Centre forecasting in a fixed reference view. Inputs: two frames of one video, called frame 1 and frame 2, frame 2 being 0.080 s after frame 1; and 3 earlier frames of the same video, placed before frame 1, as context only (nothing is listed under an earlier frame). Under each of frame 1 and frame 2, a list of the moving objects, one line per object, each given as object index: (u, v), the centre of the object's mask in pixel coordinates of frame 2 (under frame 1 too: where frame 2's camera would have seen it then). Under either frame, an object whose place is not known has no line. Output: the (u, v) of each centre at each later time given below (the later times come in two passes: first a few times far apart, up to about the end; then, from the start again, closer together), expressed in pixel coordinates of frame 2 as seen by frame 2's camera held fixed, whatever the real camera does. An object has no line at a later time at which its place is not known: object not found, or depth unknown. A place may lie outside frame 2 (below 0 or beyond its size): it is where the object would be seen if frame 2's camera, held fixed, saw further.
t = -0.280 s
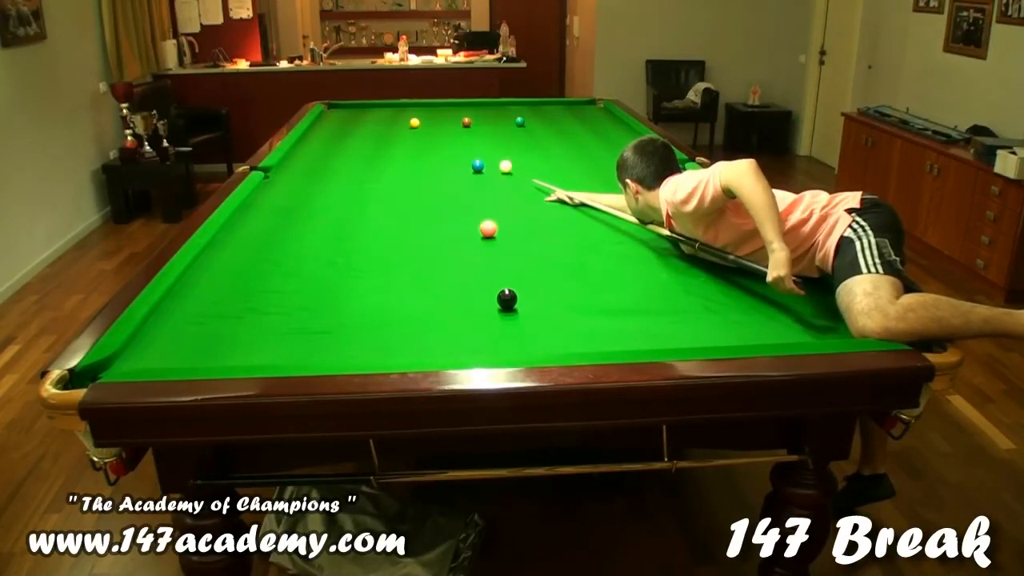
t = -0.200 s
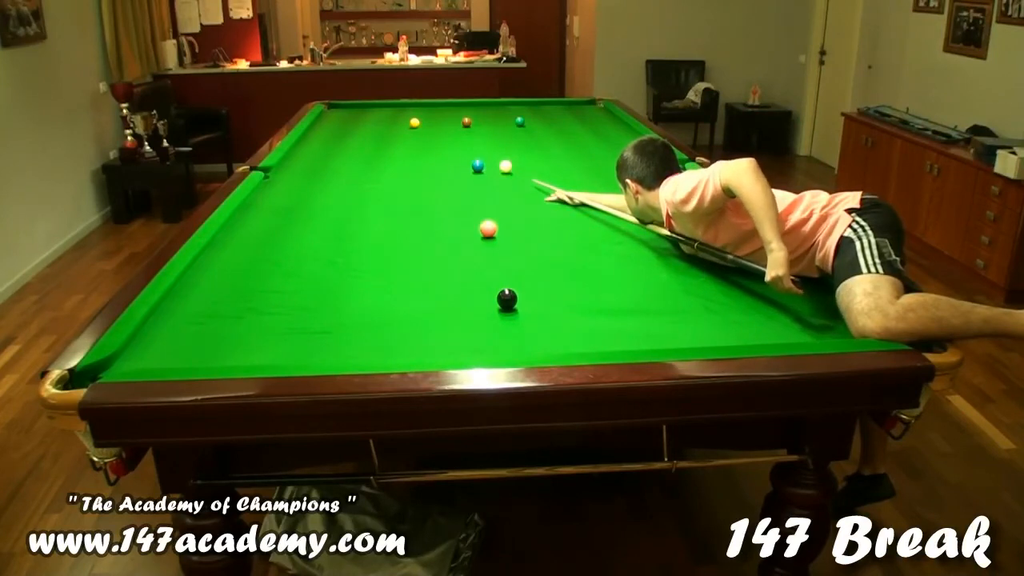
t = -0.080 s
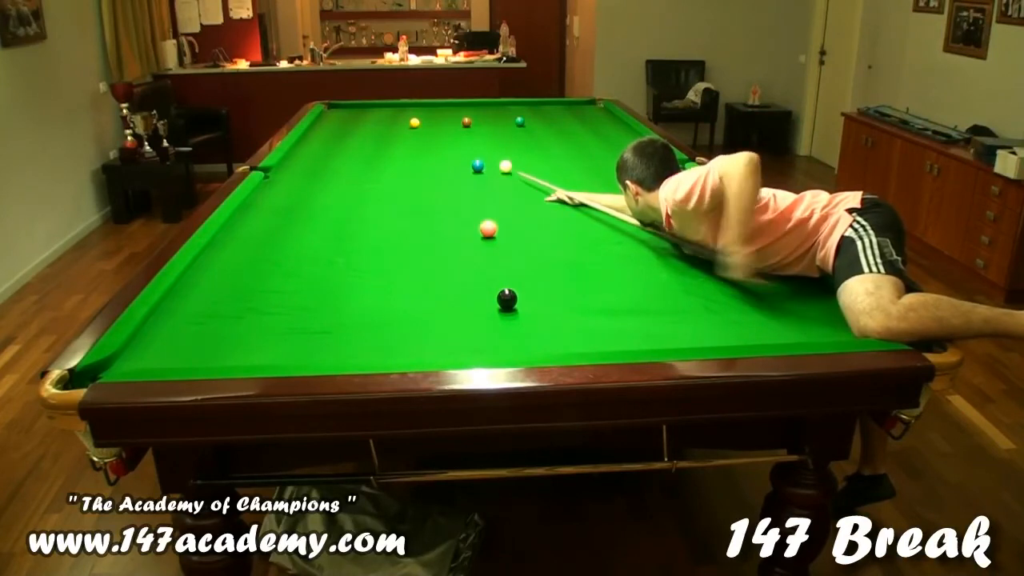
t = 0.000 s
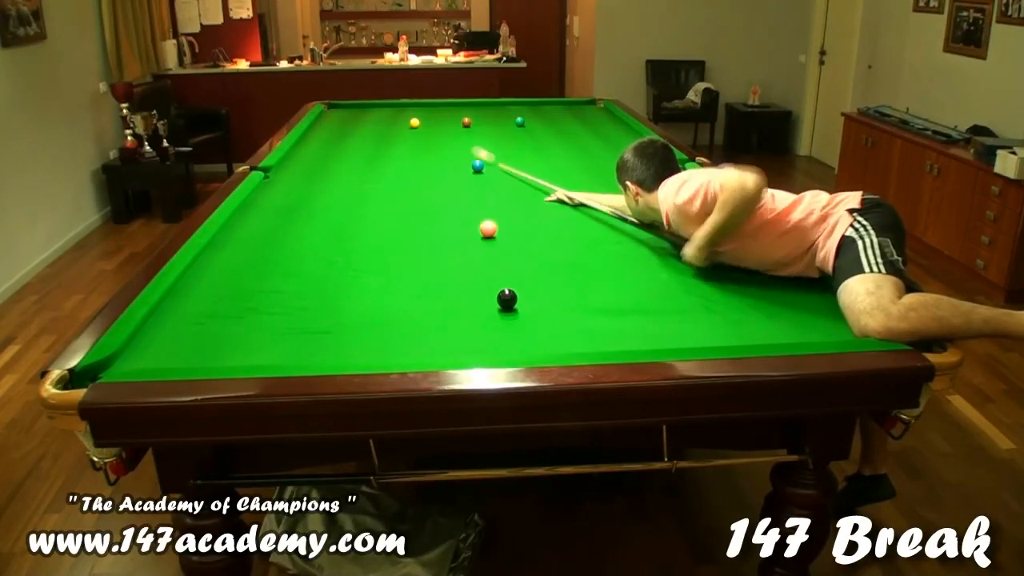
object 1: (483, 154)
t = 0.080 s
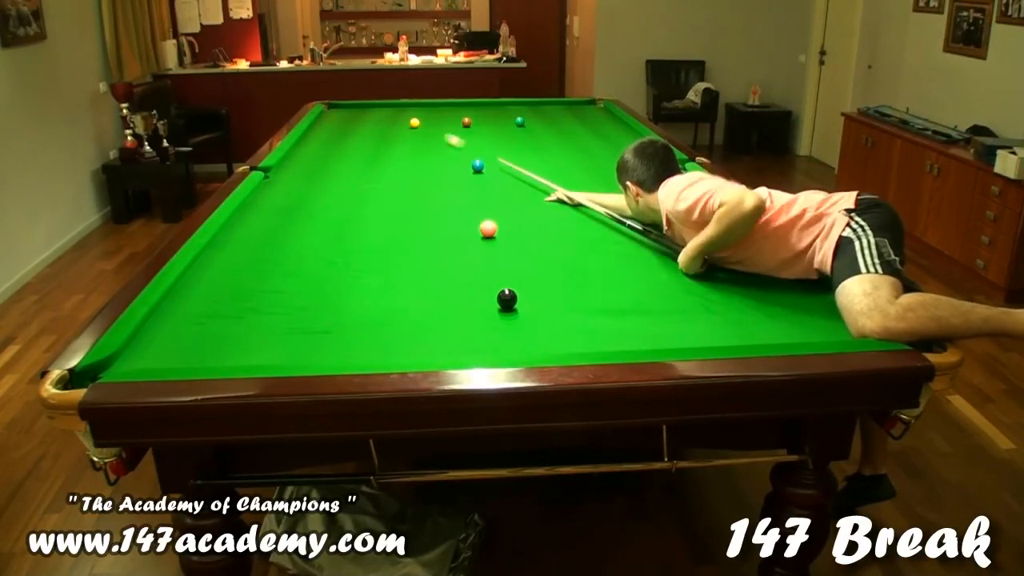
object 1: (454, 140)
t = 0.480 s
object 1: (455, 116)
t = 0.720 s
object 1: (479, 109)
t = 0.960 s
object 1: (500, 104)
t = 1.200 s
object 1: (524, 103)
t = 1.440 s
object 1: (552, 106)
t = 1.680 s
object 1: (581, 109)
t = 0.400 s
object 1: (447, 118)
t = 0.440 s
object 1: (451, 117)
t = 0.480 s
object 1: (455, 116)
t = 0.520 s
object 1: (459, 114)
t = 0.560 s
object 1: (463, 113)
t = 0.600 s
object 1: (468, 112)
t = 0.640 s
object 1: (471, 111)
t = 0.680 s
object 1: (475, 110)
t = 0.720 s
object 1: (479, 109)
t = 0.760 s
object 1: (482, 108)
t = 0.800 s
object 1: (486, 108)
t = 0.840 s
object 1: (489, 106)
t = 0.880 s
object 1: (493, 106)
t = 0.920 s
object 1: (496, 105)
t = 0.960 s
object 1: (500, 104)
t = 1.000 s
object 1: (503, 103)
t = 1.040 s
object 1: (506, 102)
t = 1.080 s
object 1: (509, 102)
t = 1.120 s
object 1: (514, 102)
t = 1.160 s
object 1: (519, 103)
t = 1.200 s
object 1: (524, 103)
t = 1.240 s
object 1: (529, 104)
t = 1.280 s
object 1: (533, 104)
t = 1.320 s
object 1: (538, 105)
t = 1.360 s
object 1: (543, 105)
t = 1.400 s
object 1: (548, 106)
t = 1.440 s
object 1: (552, 106)
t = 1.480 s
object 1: (557, 107)
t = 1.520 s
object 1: (562, 107)
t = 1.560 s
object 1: (567, 108)
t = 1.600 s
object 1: (572, 108)
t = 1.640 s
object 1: (576, 109)
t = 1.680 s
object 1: (581, 109)
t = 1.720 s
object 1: (586, 110)
